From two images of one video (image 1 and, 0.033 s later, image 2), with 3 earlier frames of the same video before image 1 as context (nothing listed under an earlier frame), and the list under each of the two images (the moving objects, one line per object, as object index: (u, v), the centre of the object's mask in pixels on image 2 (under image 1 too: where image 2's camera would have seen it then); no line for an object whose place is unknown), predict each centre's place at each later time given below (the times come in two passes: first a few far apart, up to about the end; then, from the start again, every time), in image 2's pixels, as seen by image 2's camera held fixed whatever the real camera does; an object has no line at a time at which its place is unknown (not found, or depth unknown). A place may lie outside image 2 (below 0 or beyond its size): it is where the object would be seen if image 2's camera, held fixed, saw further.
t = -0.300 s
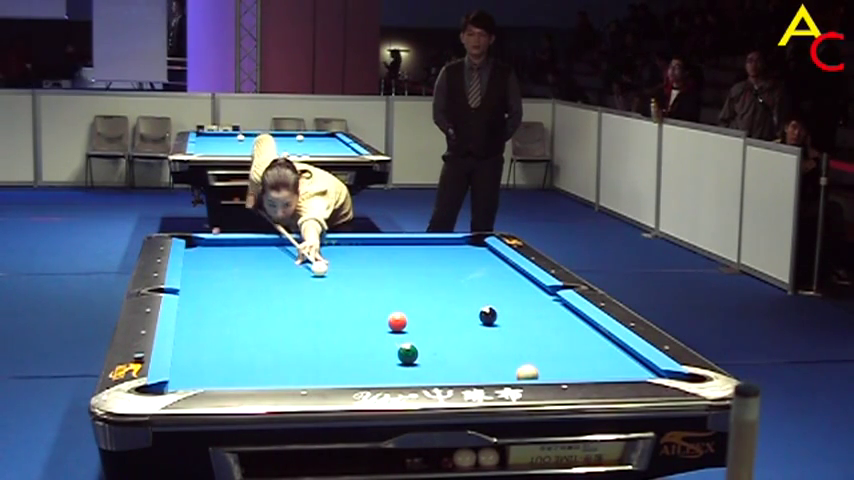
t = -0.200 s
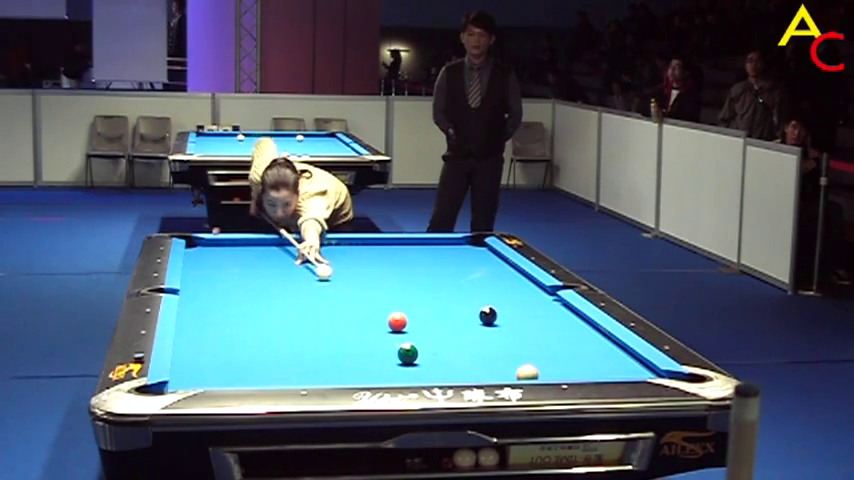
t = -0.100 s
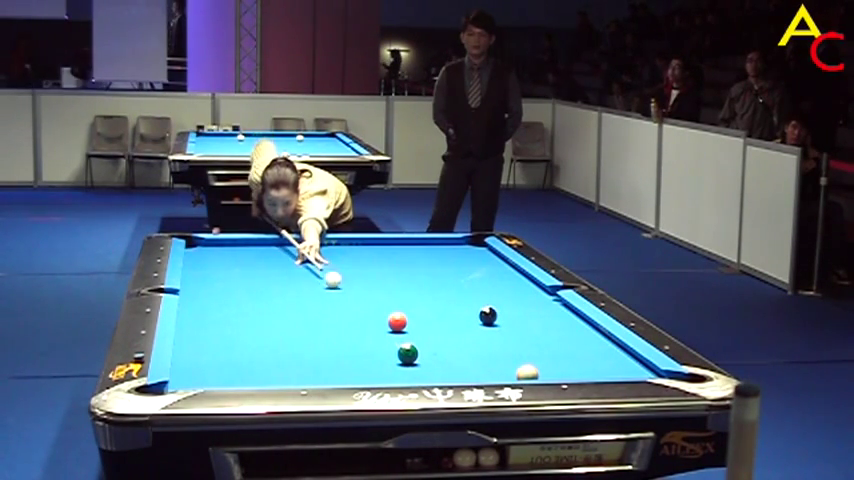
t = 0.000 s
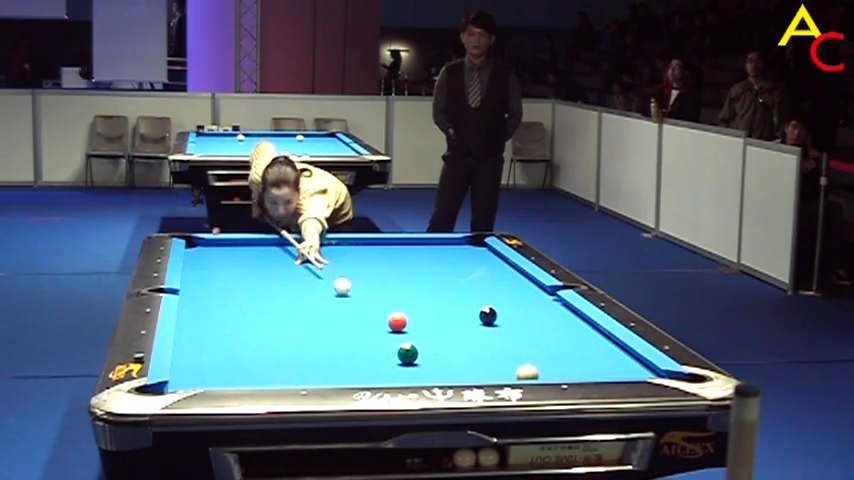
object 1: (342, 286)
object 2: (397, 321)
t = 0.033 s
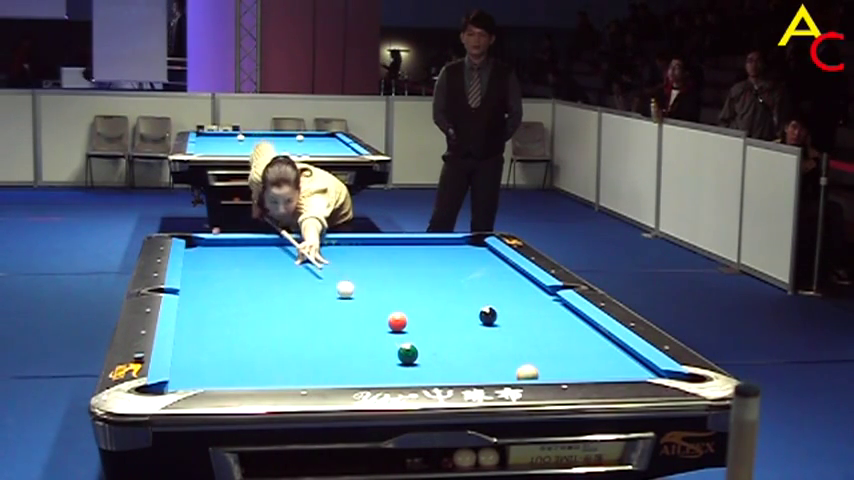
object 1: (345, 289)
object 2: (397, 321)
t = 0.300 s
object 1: (372, 310)
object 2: (397, 321)
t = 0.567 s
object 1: (364, 326)
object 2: (438, 330)
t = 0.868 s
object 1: (335, 341)
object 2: (496, 343)
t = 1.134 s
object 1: (307, 355)
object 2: (550, 355)
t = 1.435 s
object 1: (273, 372)
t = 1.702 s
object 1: (241, 381)
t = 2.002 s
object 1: (219, 376)
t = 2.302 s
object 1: (200, 368)
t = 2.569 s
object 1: (184, 361)
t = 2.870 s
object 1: (189, 355)
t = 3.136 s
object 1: (196, 350)
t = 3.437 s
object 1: (203, 346)
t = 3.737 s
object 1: (208, 342)
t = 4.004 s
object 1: (212, 339)
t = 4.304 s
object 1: (216, 337)
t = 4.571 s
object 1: (218, 335)
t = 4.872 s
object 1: (221, 333)
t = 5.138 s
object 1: (221, 332)
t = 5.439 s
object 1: (222, 332)
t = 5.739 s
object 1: (223, 331)
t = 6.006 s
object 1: (223, 331)
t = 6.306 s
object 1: (224, 331)
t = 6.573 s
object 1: (224, 331)
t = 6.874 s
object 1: (224, 331)
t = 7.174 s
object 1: (224, 331)
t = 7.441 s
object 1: (224, 331)
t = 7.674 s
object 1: (224, 331)
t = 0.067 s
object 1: (348, 291)
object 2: (397, 321)
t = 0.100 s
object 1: (351, 293)
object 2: (397, 321)
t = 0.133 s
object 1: (355, 296)
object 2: (397, 321)
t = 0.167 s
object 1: (358, 299)
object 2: (397, 321)
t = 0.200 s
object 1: (361, 301)
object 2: (397, 321)
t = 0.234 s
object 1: (365, 304)
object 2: (397, 321)
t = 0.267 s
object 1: (369, 307)
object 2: (397, 321)
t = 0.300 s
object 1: (372, 310)
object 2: (397, 321)
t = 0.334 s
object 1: (376, 313)
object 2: (397, 321)
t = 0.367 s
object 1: (380, 316)
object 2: (397, 321)
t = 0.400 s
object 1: (382, 319)
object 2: (398, 322)
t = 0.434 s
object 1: (378, 320)
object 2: (407, 323)
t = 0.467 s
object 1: (374, 321)
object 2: (415, 325)
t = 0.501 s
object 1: (370, 323)
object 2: (423, 327)
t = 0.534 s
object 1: (367, 324)
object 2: (431, 329)
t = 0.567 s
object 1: (364, 326)
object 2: (438, 330)
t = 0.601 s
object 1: (361, 328)
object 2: (444, 331)
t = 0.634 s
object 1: (358, 330)
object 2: (450, 333)
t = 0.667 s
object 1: (355, 331)
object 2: (457, 335)
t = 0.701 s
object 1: (351, 332)
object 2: (463, 336)
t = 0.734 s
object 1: (348, 334)
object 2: (470, 338)
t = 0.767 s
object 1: (345, 336)
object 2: (476, 339)
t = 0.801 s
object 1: (342, 337)
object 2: (483, 341)
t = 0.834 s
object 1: (338, 339)
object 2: (490, 342)
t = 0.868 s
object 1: (335, 341)
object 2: (496, 343)
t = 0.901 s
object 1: (331, 343)
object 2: (503, 345)
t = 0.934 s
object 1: (328, 345)
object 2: (509, 346)
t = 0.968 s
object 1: (325, 346)
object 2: (516, 348)
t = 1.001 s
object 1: (321, 348)
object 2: (523, 349)
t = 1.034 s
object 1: (317, 350)
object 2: (530, 351)
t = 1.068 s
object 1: (314, 352)
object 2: (537, 352)
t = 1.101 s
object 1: (310, 354)
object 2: (543, 354)
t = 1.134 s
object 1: (307, 355)
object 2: (550, 355)
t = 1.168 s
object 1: (303, 357)
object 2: (557, 356)
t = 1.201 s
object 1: (300, 359)
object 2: (564, 359)
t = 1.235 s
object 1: (296, 361)
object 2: (572, 360)
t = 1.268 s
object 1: (292, 363)
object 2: (579, 362)
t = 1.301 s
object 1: (288, 365)
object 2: (585, 363)
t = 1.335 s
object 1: (284, 367)
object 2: (593, 364)
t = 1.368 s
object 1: (281, 368)
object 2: (600, 366)
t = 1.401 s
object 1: (277, 371)
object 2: (607, 367)
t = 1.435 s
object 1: (273, 372)
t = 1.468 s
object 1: (269, 374)
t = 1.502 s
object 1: (265, 374)
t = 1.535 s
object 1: (261, 376)
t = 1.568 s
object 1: (257, 377)
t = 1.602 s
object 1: (253, 378)
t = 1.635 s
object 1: (248, 379)
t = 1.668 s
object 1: (244, 381)
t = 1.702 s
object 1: (241, 381)
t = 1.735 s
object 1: (238, 380)
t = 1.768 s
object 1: (236, 380)
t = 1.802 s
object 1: (234, 379)
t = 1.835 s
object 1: (231, 379)
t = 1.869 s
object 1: (229, 378)
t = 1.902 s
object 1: (227, 377)
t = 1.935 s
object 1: (224, 377)
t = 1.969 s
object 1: (221, 377)
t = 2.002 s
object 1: (219, 376)
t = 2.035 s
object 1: (217, 375)
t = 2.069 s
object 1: (215, 374)
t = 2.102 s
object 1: (213, 374)
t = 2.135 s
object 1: (210, 373)
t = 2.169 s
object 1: (208, 372)
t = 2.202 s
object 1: (206, 371)
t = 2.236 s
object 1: (204, 370)
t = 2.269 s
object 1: (202, 369)
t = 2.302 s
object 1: (200, 368)
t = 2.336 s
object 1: (198, 367)
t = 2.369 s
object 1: (196, 366)
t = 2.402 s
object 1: (194, 365)
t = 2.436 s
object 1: (192, 364)
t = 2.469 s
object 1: (190, 364)
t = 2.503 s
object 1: (188, 363)
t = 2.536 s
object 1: (186, 362)
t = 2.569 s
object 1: (184, 361)
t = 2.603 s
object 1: (183, 360)
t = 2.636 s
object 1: (182, 360)
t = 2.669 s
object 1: (183, 359)
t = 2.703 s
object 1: (184, 358)
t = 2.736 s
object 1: (185, 358)
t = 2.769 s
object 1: (186, 357)
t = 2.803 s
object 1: (187, 356)
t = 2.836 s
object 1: (188, 356)
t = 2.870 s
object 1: (189, 355)
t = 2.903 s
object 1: (190, 354)
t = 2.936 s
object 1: (191, 354)
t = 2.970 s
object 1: (191, 353)
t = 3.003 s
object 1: (192, 353)
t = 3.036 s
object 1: (193, 352)
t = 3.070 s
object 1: (194, 352)
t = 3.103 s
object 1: (195, 351)
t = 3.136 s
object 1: (196, 350)
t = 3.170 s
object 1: (197, 350)
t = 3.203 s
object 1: (197, 350)
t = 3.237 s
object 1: (198, 349)
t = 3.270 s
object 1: (199, 348)
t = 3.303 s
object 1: (200, 348)
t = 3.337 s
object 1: (201, 347)
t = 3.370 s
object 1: (201, 347)
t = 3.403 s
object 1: (202, 347)
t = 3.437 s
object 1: (203, 346)
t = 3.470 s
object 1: (203, 346)
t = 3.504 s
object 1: (204, 345)
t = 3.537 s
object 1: (205, 345)
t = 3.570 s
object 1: (206, 344)
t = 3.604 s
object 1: (206, 344)
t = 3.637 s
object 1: (207, 343)
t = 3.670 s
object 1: (207, 343)
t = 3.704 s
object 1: (208, 343)
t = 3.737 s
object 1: (208, 342)
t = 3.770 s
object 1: (209, 342)
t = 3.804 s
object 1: (209, 342)
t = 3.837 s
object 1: (210, 341)
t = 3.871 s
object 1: (210, 341)
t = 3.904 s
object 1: (211, 340)
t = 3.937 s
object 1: (211, 340)
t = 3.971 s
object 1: (212, 340)
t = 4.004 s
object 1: (212, 339)
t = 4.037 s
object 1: (213, 339)
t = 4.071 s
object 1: (213, 339)
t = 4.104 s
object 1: (213, 339)
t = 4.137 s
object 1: (214, 338)
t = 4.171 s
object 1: (214, 338)
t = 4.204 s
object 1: (215, 338)
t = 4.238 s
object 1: (215, 337)
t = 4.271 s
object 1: (216, 337)
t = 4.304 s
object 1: (216, 337)
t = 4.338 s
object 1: (216, 336)
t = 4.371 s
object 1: (217, 336)
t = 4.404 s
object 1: (217, 336)
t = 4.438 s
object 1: (217, 336)
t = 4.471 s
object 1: (218, 335)
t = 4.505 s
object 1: (218, 335)
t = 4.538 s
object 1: (218, 335)
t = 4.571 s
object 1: (218, 335)
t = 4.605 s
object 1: (218, 335)
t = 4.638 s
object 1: (219, 335)
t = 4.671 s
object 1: (219, 334)
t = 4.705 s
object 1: (219, 334)
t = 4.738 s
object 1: (220, 334)
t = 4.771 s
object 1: (220, 334)
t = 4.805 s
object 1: (220, 333)
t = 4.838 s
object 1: (220, 333)
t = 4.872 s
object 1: (221, 333)
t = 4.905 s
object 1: (221, 333)
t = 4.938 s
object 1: (221, 333)
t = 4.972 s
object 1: (221, 333)
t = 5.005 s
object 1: (221, 333)
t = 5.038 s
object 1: (221, 332)
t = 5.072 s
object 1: (221, 332)
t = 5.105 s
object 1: (221, 332)
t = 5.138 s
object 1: (221, 332)
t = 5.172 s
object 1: (221, 332)
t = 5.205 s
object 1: (221, 332)
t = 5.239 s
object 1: (222, 332)
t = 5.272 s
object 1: (222, 332)
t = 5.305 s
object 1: (222, 332)
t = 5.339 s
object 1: (222, 332)
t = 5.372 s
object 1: (222, 332)
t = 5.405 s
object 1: (222, 331)
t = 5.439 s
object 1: (222, 332)
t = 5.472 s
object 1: (222, 332)
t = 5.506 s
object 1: (222, 331)
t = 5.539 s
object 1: (222, 331)
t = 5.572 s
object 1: (222, 331)
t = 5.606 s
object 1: (223, 331)
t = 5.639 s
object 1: (223, 331)
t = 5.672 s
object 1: (223, 331)
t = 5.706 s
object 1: (223, 331)
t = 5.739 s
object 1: (223, 331)
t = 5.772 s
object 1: (223, 331)
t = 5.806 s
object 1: (223, 331)
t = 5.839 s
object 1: (223, 331)
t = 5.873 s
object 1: (223, 331)
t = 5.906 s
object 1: (223, 331)
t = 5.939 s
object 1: (224, 331)
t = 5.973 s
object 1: (223, 331)
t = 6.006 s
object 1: (223, 331)
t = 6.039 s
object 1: (223, 331)
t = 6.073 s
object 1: (223, 331)
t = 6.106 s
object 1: (223, 331)
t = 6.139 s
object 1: (224, 331)
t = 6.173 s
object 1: (224, 331)
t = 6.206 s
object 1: (224, 331)
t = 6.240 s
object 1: (224, 331)
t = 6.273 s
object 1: (224, 331)
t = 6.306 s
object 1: (224, 331)
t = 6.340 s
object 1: (224, 331)
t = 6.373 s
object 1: (224, 331)
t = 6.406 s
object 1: (224, 331)
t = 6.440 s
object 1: (224, 331)
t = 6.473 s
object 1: (224, 331)
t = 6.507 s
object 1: (224, 331)
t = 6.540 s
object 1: (224, 331)
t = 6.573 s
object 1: (224, 331)
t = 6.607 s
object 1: (224, 331)
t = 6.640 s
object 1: (224, 331)
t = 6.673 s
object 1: (224, 331)
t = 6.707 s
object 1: (224, 331)
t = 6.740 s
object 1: (224, 331)
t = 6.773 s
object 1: (224, 331)
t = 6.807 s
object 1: (224, 331)
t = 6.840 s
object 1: (224, 331)
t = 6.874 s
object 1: (224, 331)
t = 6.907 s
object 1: (224, 331)
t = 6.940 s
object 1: (224, 331)
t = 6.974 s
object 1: (224, 331)
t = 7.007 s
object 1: (224, 331)
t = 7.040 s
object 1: (224, 331)
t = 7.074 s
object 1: (224, 331)
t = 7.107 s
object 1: (224, 331)
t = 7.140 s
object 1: (224, 331)
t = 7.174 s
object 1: (224, 331)
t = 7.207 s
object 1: (224, 331)
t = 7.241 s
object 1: (224, 331)
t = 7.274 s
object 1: (224, 331)
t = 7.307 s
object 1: (224, 331)
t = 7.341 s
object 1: (224, 331)
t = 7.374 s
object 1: (224, 331)
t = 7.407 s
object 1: (224, 331)
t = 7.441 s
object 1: (224, 331)
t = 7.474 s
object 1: (224, 331)
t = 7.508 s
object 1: (224, 331)
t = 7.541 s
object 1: (224, 331)
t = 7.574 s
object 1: (224, 331)
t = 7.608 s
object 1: (224, 331)
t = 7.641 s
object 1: (224, 331)
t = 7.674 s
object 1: (224, 331)
